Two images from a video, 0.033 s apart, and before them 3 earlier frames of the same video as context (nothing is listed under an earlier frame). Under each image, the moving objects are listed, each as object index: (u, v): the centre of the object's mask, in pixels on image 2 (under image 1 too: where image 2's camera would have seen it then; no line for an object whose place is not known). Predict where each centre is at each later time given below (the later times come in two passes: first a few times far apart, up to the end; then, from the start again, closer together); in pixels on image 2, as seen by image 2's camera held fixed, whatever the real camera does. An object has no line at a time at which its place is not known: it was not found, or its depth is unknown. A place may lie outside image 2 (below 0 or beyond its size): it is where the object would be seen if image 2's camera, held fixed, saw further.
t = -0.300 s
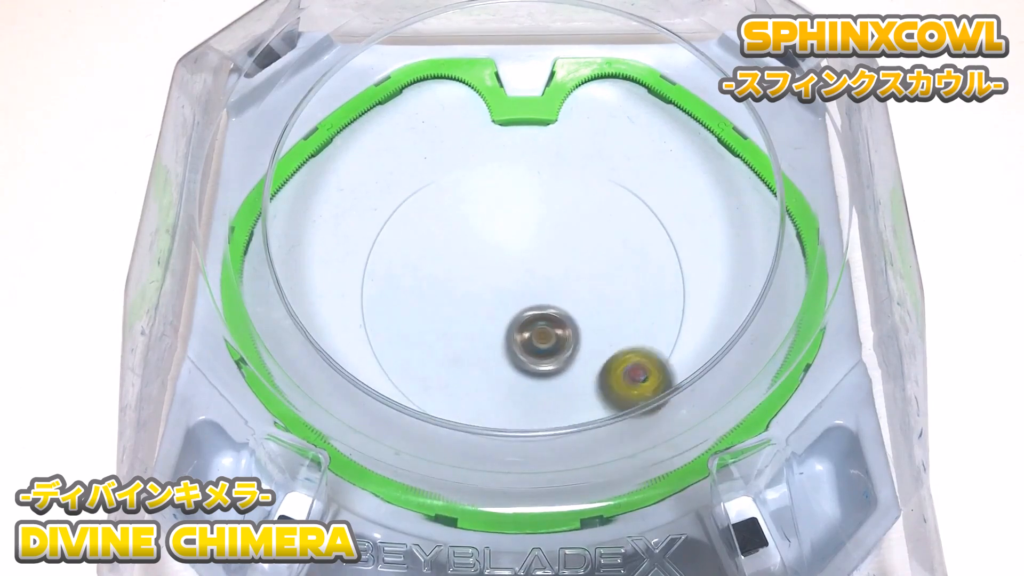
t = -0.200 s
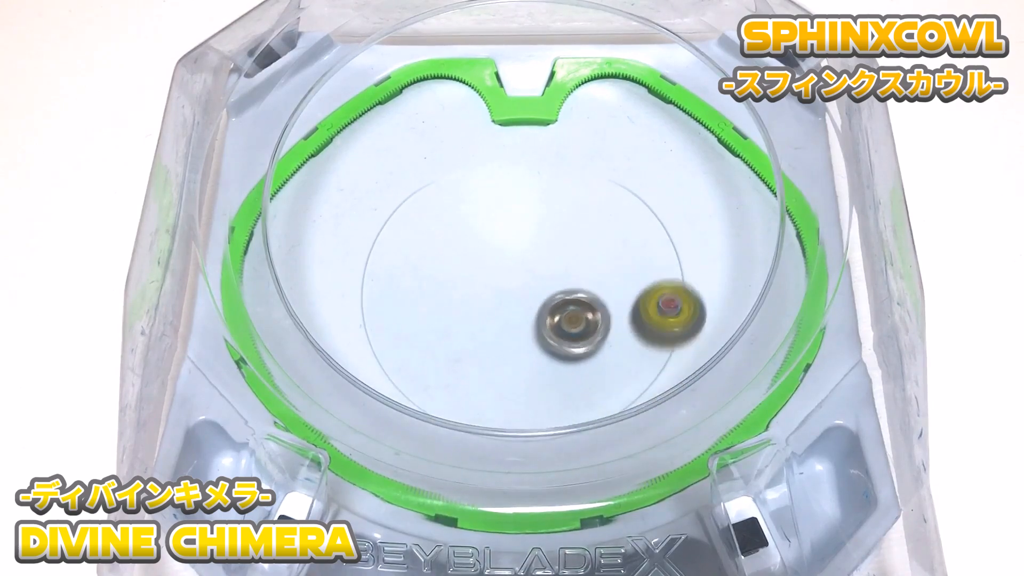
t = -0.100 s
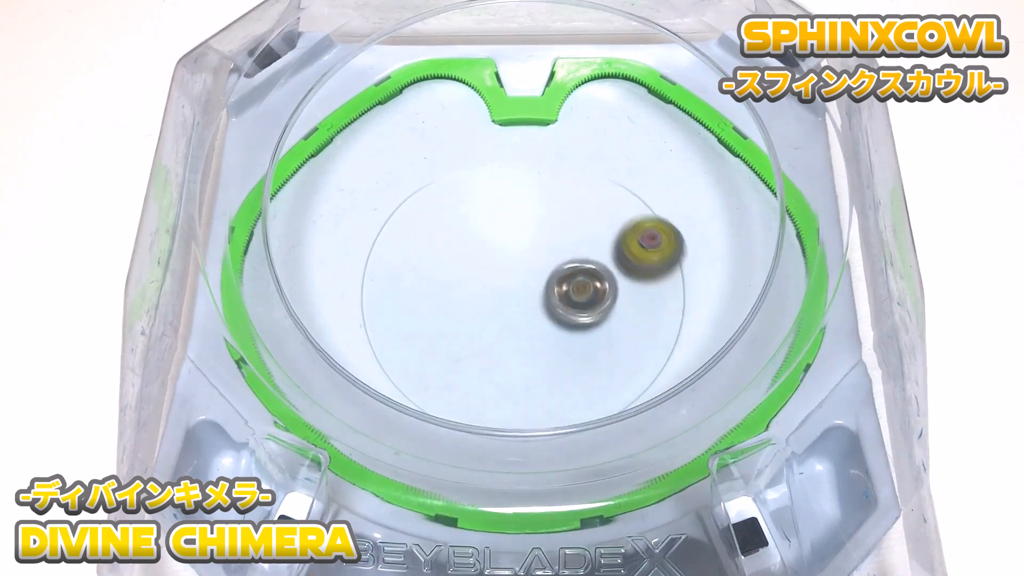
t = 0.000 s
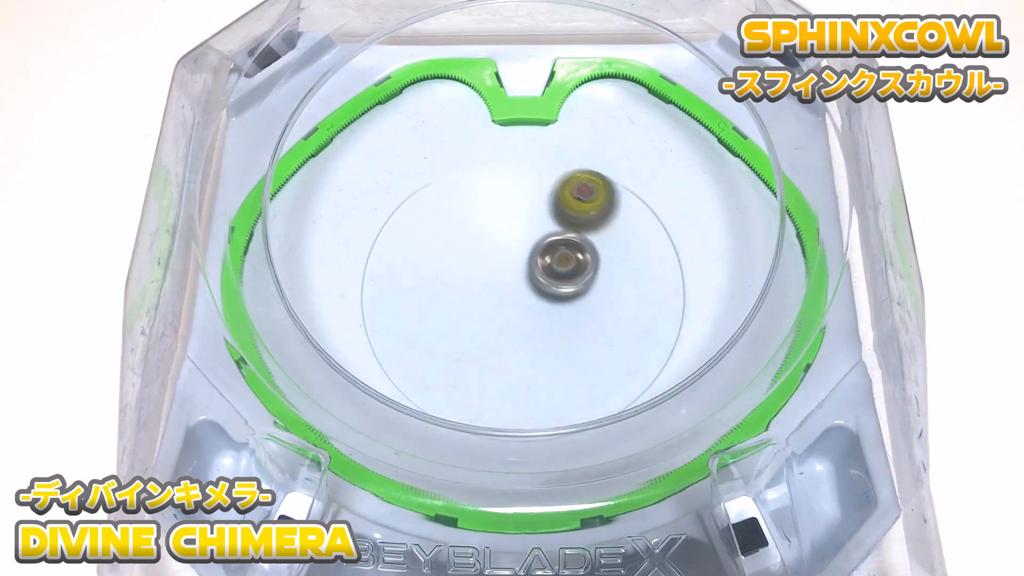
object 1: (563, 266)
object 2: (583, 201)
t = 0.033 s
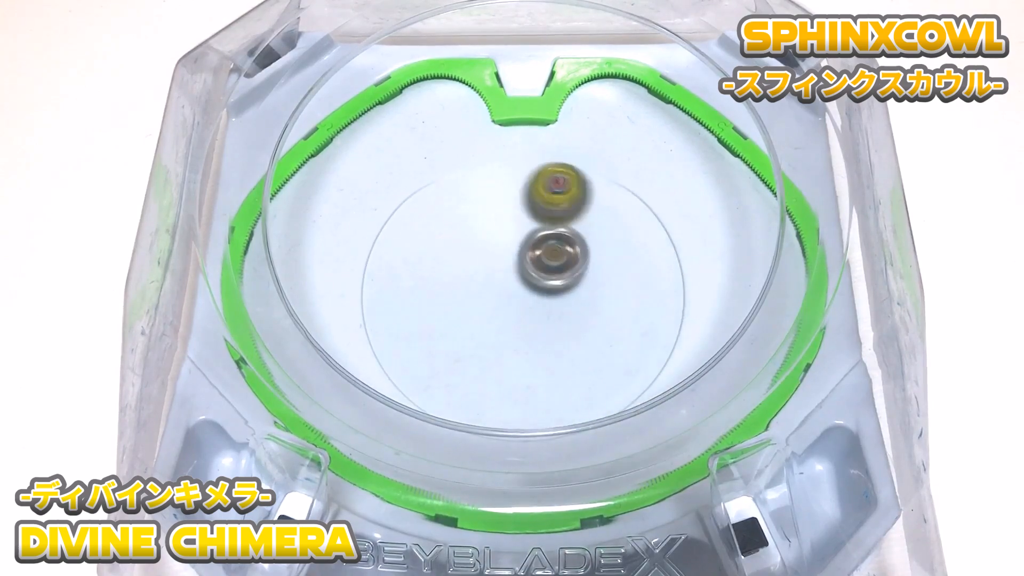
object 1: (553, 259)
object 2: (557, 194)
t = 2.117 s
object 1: (517, 283)
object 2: (463, 413)
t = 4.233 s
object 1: (523, 260)
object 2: (530, 177)
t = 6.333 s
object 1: (522, 298)
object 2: (584, 208)
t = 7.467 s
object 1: (535, 283)
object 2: (577, 217)
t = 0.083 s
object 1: (535, 252)
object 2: (514, 191)
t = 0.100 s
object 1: (529, 251)
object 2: (500, 193)
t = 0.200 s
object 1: (494, 256)
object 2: (427, 227)
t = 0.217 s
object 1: (490, 259)
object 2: (417, 236)
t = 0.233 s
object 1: (485, 262)
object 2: (409, 246)
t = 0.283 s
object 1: (475, 274)
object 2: (390, 280)
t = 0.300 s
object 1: (473, 278)
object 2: (386, 293)
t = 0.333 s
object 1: (470, 288)
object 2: (384, 318)
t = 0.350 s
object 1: (470, 292)
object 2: (385, 332)
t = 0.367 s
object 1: (471, 297)
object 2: (387, 345)
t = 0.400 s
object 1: (473, 306)
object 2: (398, 368)
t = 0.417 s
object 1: (476, 310)
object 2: (405, 380)
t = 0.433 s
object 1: (479, 314)
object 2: (418, 389)
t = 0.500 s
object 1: (495, 325)
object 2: (471, 413)
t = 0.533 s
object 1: (505, 327)
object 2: (500, 420)
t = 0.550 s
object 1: (510, 327)
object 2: (514, 421)
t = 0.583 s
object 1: (520, 325)
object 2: (542, 418)
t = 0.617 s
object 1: (530, 321)
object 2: (568, 403)
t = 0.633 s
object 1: (534, 319)
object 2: (581, 402)
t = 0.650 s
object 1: (538, 315)
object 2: (592, 393)
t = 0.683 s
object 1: (544, 308)
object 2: (613, 378)
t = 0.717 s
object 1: (548, 299)
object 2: (629, 355)
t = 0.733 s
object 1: (549, 295)
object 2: (635, 343)
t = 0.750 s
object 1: (550, 290)
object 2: (638, 330)
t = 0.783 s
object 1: (550, 280)
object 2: (641, 305)
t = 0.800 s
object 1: (549, 275)
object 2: (641, 292)
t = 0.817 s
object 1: (548, 271)
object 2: (638, 279)
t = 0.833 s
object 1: (546, 266)
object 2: (635, 267)
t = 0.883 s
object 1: (538, 255)
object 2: (617, 233)
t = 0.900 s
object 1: (535, 253)
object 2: (609, 223)
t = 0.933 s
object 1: (527, 248)
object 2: (589, 206)
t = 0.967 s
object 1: (519, 246)
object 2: (567, 192)
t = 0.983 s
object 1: (515, 246)
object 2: (555, 186)
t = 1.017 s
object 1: (507, 246)
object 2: (530, 178)
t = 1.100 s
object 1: (491, 255)
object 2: (465, 179)
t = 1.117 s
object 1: (488, 258)
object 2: (452, 183)
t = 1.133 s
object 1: (487, 261)
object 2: (441, 188)
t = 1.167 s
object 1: (484, 267)
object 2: (419, 201)
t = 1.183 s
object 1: (484, 270)
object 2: (409, 209)
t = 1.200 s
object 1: (484, 273)
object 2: (400, 218)
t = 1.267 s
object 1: (490, 284)
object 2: (377, 262)
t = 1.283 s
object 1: (492, 286)
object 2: (374, 274)
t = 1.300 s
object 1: (495, 288)
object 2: (374, 287)
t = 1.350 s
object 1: (504, 293)
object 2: (383, 326)
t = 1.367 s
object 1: (508, 294)
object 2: (389, 338)
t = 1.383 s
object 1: (511, 294)
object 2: (397, 349)
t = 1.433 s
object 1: (523, 294)
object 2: (429, 378)
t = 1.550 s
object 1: (542, 282)
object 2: (531, 398)
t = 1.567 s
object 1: (543, 280)
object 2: (546, 396)
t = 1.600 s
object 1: (544, 275)
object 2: (575, 387)
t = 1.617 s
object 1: (544, 272)
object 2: (587, 381)
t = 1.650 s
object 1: (541, 262)
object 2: (629, 345)
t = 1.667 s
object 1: (534, 254)
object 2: (651, 298)
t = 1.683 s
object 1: (528, 253)
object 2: (652, 249)
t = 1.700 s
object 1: (521, 258)
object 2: (634, 205)
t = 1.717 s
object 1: (516, 268)
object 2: (586, 166)
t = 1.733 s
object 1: (515, 276)
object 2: (541, 151)
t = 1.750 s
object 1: (519, 282)
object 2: (494, 152)
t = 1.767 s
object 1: (525, 286)
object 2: (454, 168)
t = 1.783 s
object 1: (533, 287)
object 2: (419, 203)
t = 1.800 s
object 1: (538, 286)
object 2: (399, 248)
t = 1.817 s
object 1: (540, 284)
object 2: (400, 298)
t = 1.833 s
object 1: (539, 279)
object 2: (422, 346)
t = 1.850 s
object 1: (538, 276)
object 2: (463, 382)
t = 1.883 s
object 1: (532, 274)
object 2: (574, 397)
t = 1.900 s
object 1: (528, 276)
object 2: (625, 378)
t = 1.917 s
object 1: (525, 279)
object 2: (664, 344)
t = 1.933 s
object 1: (523, 283)
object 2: (677, 296)
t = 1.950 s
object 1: (521, 286)
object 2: (670, 248)
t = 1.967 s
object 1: (520, 288)
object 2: (640, 209)
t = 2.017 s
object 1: (526, 290)
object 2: (495, 185)
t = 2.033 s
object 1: (528, 289)
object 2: (451, 209)
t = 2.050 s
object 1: (527, 289)
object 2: (418, 244)
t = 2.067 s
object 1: (524, 287)
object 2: (401, 288)
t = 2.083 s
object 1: (521, 285)
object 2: (401, 336)
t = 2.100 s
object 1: (518, 283)
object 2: (424, 380)
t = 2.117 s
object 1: (517, 283)
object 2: (463, 413)
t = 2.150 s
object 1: (517, 286)
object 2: (574, 414)
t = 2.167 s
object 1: (516, 287)
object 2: (616, 384)
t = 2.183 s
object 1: (515, 286)
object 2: (642, 345)
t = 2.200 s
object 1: (515, 283)
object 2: (647, 298)
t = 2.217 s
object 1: (517, 280)
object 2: (633, 255)
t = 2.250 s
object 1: (525, 278)
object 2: (561, 194)
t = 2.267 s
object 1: (524, 280)
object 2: (514, 183)
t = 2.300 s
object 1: (516, 278)
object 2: (424, 208)
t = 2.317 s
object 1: (515, 274)
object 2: (393, 240)
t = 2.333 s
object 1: (518, 271)
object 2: (378, 283)
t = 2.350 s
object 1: (523, 269)
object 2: (386, 329)
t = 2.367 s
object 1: (528, 272)
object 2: (417, 369)
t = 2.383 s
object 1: (531, 276)
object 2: (463, 392)
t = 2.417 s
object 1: (523, 282)
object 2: (571, 386)
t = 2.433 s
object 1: (518, 279)
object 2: (613, 356)
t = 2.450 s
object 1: (519, 272)
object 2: (639, 316)
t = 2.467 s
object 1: (530, 268)
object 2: (646, 272)
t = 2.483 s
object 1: (541, 272)
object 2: (636, 229)
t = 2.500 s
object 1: (542, 282)
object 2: (611, 194)
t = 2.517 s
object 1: (532, 288)
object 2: (574, 169)
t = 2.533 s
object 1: (519, 286)
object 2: (530, 159)
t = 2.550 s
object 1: (513, 277)
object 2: (485, 166)
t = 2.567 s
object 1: (520, 269)
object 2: (446, 190)
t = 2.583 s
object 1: (534, 269)
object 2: (419, 225)
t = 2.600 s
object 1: (542, 279)
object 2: (406, 269)
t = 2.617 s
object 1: (538, 292)
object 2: (413, 314)
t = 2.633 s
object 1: (524, 297)
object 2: (436, 355)
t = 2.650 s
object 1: (512, 289)
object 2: (476, 386)
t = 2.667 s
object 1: (512, 277)
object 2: (525, 399)
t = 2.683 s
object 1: (521, 269)
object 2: (576, 396)
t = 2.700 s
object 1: (534, 270)
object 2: (622, 379)
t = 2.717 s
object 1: (540, 279)
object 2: (656, 347)
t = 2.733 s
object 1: (534, 291)
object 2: (670, 306)
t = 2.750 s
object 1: (517, 294)
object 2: (665, 265)
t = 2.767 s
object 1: (505, 285)
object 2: (641, 229)
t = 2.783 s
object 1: (506, 273)
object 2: (604, 203)
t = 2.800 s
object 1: (519, 268)
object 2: (560, 190)
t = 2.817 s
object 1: (532, 273)
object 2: (513, 190)
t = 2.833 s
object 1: (538, 284)
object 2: (470, 204)
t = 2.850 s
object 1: (530, 295)
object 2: (433, 230)
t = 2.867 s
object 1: (515, 296)
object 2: (408, 265)
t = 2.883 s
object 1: (506, 284)
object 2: (396, 306)
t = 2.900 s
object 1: (510, 270)
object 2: (403, 348)
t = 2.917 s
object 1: (525, 263)
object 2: (429, 384)
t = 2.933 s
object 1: (539, 269)
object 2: (469, 410)
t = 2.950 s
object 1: (542, 281)
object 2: (519, 416)
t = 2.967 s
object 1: (532, 291)
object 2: (566, 400)
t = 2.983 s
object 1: (515, 289)
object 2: (607, 378)
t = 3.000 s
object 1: (504, 278)
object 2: (631, 340)
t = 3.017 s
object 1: (508, 265)
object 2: (637, 297)
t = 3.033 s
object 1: (523, 260)
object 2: (628, 256)
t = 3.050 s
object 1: (539, 268)
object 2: (605, 221)
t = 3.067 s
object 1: (544, 283)
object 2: (571, 194)
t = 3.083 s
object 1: (534, 296)
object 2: (531, 179)
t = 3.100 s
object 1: (518, 297)
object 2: (487, 177)
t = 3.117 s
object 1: (507, 287)
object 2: (446, 190)
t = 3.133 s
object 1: (510, 272)
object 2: (414, 216)
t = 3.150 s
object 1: (524, 264)
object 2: (395, 252)
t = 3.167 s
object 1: (540, 266)
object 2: (394, 294)
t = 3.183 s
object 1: (548, 279)
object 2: (413, 335)
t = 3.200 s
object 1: (541, 294)
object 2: (447, 366)
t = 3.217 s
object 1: (523, 299)
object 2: (493, 384)
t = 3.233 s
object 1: (507, 292)
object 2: (542, 385)
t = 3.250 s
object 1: (503, 276)
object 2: (589, 371)
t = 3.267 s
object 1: (513, 265)
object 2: (626, 344)
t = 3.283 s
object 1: (529, 263)
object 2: (648, 308)
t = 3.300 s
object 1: (543, 273)
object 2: (653, 268)
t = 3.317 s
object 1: (543, 290)
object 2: (642, 230)
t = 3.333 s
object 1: (529, 300)
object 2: (616, 201)
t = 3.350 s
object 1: (512, 297)
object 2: (579, 183)
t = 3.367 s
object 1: (503, 284)
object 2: (537, 177)
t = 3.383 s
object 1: (507, 268)
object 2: (494, 188)
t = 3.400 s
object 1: (522, 260)
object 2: (459, 211)
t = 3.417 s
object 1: (539, 263)
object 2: (433, 243)
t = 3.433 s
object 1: (547, 274)
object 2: (420, 282)
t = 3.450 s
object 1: (540, 288)
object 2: (422, 323)
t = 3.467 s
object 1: (523, 296)
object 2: (440, 361)
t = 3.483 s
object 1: (506, 293)
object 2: (472, 390)
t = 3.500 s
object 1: (497, 281)
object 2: (515, 403)
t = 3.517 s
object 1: (502, 268)
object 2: (560, 401)
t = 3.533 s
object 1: (519, 263)
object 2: (603, 386)
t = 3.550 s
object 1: (539, 269)
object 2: (633, 356)
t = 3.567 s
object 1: (550, 284)
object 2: (644, 317)
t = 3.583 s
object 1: (545, 299)
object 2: (638, 278)
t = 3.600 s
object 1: (530, 304)
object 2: (617, 243)
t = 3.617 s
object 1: (515, 297)
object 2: (585, 217)
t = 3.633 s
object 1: (508, 281)
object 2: (546, 202)
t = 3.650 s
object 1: (514, 265)
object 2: (504, 197)
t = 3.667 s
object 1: (529, 256)
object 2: (463, 205)
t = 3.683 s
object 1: (543, 260)
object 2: (428, 224)
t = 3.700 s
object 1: (548, 273)
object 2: (403, 254)
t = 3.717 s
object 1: (540, 289)
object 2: (393, 290)
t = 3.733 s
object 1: (520, 298)
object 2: (401, 329)
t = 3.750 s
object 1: (501, 294)
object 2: (427, 362)
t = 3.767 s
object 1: (493, 281)
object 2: (467, 382)
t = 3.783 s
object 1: (500, 269)
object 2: (513, 388)
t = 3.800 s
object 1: (531, 272)
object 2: (586, 360)
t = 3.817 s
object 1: (535, 276)
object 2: (595, 354)
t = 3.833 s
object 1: (539, 279)
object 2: (602, 346)
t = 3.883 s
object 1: (544, 292)
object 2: (620, 321)
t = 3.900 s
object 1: (544, 296)
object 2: (624, 312)
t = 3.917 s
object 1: (543, 300)
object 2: (627, 303)
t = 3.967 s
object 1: (534, 308)
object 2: (632, 274)
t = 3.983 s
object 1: (531, 309)
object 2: (631, 265)
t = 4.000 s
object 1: (526, 309)
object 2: (630, 256)
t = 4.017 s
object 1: (522, 309)
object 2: (627, 246)
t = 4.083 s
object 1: (507, 298)
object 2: (609, 213)
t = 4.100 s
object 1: (506, 294)
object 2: (602, 206)
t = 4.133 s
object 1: (505, 284)
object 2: (586, 195)
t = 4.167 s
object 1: (508, 274)
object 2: (569, 186)
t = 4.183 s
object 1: (511, 270)
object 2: (560, 182)
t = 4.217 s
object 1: (518, 263)
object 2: (540, 178)
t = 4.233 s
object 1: (523, 260)
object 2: (530, 177)
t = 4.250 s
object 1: (528, 259)
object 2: (520, 177)
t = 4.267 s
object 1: (532, 257)
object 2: (510, 178)
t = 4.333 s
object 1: (548, 262)
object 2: (473, 193)
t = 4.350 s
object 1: (550, 265)
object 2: (465, 199)
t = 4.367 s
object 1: (552, 268)
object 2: (457, 205)
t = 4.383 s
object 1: (552, 271)
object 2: (450, 212)
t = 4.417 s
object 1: (550, 278)
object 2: (439, 228)
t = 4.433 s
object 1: (547, 281)
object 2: (434, 236)
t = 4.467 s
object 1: (540, 287)
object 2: (428, 255)
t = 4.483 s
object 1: (535, 289)
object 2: (426, 264)
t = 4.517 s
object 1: (524, 292)
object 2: (425, 283)
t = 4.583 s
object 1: (503, 289)
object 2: (434, 321)
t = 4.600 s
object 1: (498, 288)
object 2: (438, 330)
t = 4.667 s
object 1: (489, 276)
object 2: (464, 361)
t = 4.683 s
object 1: (489, 272)
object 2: (473, 368)
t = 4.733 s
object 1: (495, 264)
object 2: (501, 383)
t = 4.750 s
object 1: (498, 263)
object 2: (511, 386)
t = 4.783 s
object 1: (507, 261)
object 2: (533, 389)
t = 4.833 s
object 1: (521, 264)
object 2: (566, 388)
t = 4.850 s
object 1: (526, 267)
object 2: (576, 386)
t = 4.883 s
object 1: (535, 272)
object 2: (596, 378)
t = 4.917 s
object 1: (542, 280)
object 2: (614, 367)
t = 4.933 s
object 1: (545, 285)
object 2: (622, 360)
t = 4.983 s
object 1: (548, 298)
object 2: (639, 336)
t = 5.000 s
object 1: (548, 301)
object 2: (642, 327)
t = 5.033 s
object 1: (545, 308)
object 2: (646, 309)
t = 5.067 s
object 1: (539, 312)
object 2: (646, 290)
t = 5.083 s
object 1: (535, 313)
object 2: (644, 281)
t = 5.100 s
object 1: (531, 313)
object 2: (640, 272)
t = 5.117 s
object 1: (527, 312)
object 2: (636, 264)
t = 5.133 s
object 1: (524, 311)
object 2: (632, 256)
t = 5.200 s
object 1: (514, 297)
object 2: (604, 228)
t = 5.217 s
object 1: (513, 293)
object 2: (596, 224)
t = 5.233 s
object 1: (513, 287)
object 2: (587, 219)
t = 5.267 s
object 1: (515, 277)
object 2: (568, 212)
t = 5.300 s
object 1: (521, 268)
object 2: (549, 208)
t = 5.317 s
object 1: (524, 264)
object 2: (539, 205)
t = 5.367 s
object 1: (537, 258)
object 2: (507, 207)
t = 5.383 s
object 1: (541, 257)
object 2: (498, 210)
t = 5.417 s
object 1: (549, 258)
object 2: (480, 216)
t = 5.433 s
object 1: (552, 260)
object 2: (471, 220)
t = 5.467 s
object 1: (556, 266)
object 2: (454, 229)
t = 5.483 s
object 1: (557, 269)
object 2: (446, 235)
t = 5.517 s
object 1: (555, 277)
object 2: (433, 248)
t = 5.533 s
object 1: (553, 280)
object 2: (427, 255)
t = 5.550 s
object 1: (550, 284)
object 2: (422, 263)
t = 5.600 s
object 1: (537, 292)
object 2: (412, 287)
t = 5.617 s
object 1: (531, 295)
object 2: (410, 296)
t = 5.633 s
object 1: (526, 295)
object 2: (410, 305)
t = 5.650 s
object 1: (519, 296)
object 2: (410, 314)
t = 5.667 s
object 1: (514, 296)
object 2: (411, 323)
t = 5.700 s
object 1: (502, 293)
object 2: (418, 340)
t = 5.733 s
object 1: (494, 288)
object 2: (428, 356)
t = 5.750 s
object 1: (492, 284)
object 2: (434, 364)
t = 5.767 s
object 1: (491, 280)
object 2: (442, 370)
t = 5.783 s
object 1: (490, 277)
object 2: (450, 376)
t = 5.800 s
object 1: (491, 274)
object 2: (459, 381)
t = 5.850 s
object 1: (499, 267)
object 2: (490, 390)
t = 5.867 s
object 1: (503, 266)
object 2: (501, 391)
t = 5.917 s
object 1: (517, 266)
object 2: (534, 388)
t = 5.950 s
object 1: (527, 270)
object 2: (555, 381)
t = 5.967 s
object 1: (531, 273)
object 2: (564, 376)
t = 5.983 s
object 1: (535, 277)
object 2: (573, 370)
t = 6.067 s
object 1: (543, 298)
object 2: (605, 334)
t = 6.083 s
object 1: (540, 301)
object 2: (611, 326)
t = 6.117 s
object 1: (534, 304)
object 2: (619, 309)
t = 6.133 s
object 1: (531, 304)
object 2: (621, 300)
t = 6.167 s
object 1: (528, 305)
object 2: (622, 283)
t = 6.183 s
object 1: (526, 304)
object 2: (622, 274)
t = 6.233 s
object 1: (523, 303)
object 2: (616, 248)
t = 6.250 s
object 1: (522, 303)
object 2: (612, 241)
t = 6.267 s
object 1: (522, 302)
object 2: (608, 233)
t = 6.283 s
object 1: (521, 301)
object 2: (603, 226)
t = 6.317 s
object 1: (521, 299)
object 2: (591, 213)
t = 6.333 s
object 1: (522, 298)
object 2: (584, 208)
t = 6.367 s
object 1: (522, 296)
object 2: (568, 199)
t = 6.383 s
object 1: (523, 295)
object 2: (560, 195)
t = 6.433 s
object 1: (524, 293)
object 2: (533, 188)
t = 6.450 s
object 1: (525, 292)
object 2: (524, 188)
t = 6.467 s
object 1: (526, 292)
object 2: (515, 188)
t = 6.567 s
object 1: (528, 289)
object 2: (464, 207)
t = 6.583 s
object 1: (529, 289)
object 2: (457, 212)
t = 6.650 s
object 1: (531, 287)
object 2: (435, 241)
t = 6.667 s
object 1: (531, 287)
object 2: (432, 249)
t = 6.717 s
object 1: (533, 286)
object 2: (426, 276)
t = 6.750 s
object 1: (534, 286)
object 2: (427, 293)
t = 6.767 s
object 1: (534, 286)
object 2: (429, 302)
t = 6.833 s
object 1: (536, 285)
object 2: (445, 335)
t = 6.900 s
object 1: (536, 285)
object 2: (474, 362)
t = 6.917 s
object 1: (536, 285)
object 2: (482, 367)
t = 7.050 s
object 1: (537, 284)
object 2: (561, 378)
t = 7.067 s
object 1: (537, 284)
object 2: (570, 376)
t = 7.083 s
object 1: (538, 284)
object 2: (580, 372)
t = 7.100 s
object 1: (538, 284)
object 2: (589, 368)
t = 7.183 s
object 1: (537, 284)
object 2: (624, 337)
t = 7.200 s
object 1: (538, 284)
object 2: (628, 330)
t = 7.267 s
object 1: (537, 284)
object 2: (637, 297)
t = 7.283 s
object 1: (537, 284)
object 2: (636, 288)
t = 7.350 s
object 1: (537, 284)
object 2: (625, 256)
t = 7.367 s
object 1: (537, 283)
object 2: (620, 248)
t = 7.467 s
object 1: (535, 283)
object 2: (577, 217)
